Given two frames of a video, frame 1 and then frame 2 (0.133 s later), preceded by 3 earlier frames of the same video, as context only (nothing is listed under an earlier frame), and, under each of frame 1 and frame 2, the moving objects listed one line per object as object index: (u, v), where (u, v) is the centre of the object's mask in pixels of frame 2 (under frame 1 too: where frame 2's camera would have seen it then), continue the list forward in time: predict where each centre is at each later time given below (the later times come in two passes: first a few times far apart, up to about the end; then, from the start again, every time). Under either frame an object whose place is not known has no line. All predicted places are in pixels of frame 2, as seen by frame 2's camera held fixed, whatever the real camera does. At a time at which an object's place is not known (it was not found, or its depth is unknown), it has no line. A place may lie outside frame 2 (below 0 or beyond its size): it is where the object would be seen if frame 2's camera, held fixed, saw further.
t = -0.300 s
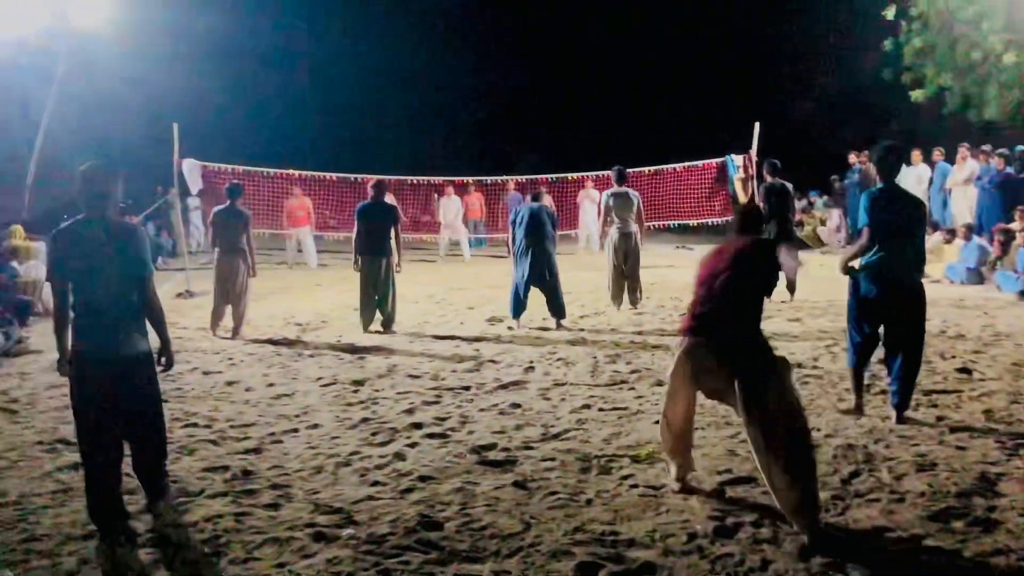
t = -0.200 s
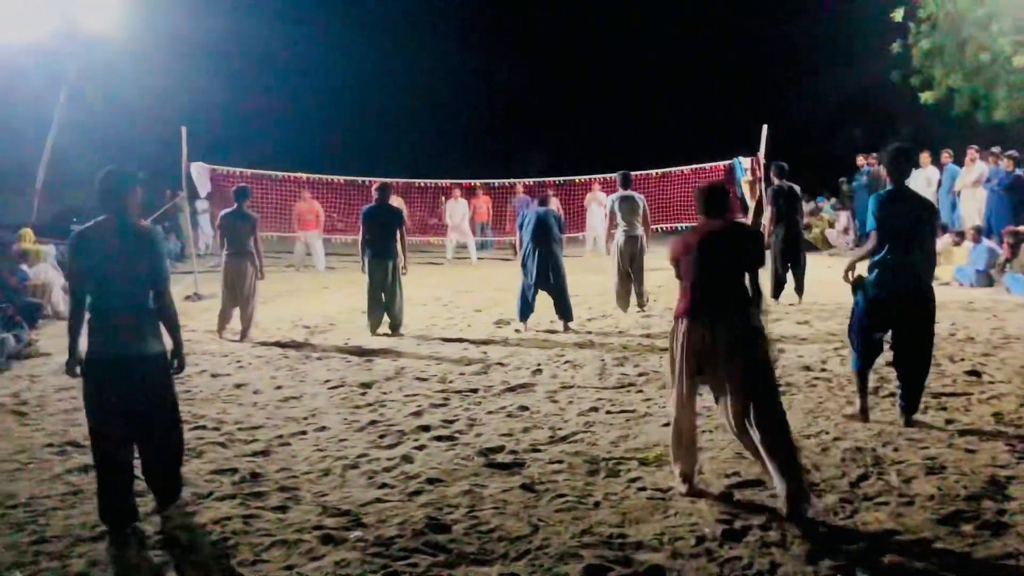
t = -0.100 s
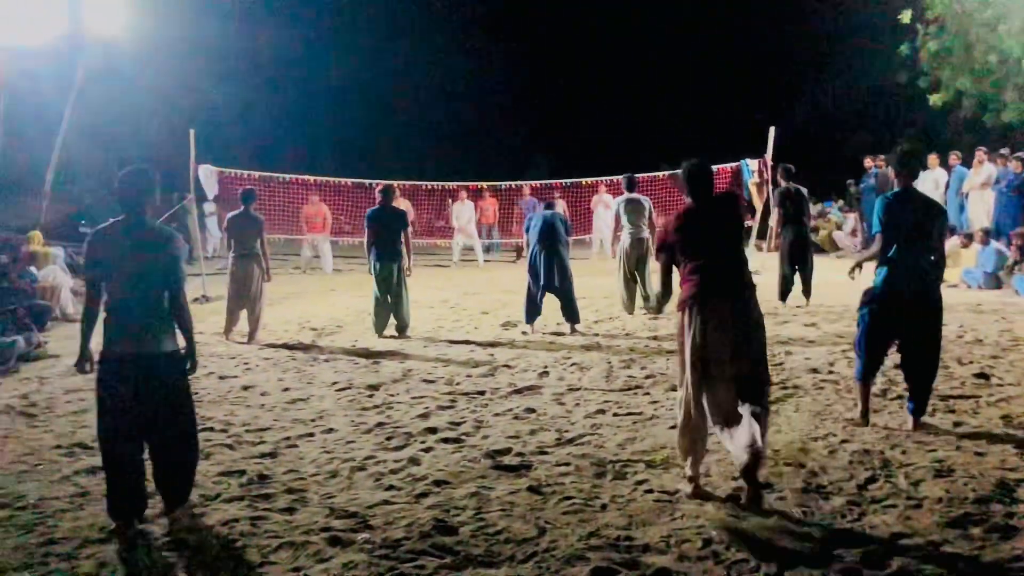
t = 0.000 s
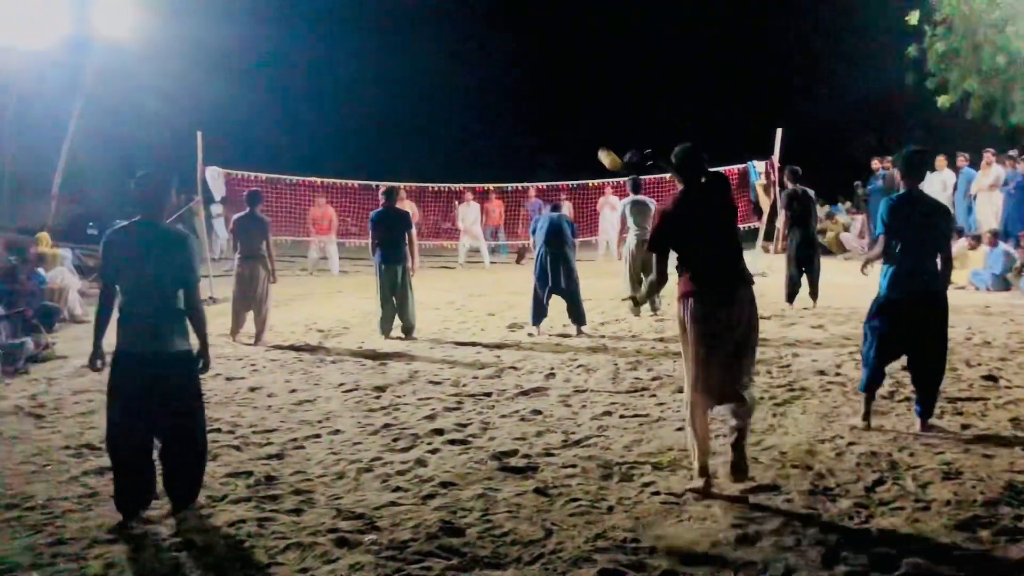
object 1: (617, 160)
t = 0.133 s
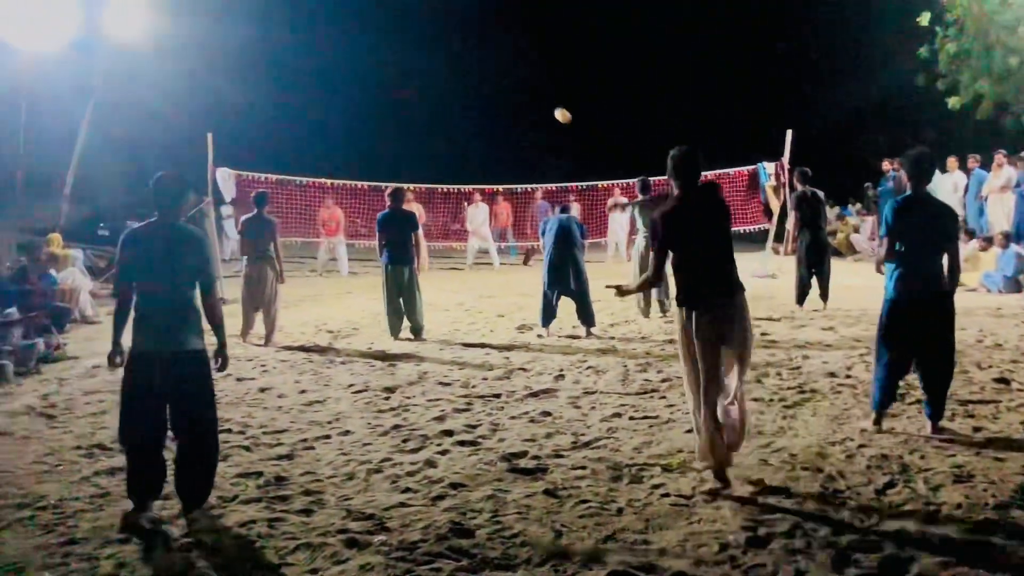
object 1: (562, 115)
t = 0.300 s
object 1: (522, 93)
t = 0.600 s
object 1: (494, 95)
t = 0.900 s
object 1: (493, 128)
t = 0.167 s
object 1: (552, 108)
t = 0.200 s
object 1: (540, 101)
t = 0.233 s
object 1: (534, 98)
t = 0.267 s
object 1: (528, 95)
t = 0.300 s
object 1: (522, 93)
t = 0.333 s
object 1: (516, 91)
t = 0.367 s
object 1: (512, 90)
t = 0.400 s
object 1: (508, 89)
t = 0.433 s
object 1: (504, 89)
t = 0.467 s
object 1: (502, 89)
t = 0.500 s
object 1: (499, 90)
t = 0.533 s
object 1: (497, 91)
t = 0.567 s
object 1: (496, 93)
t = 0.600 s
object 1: (494, 95)
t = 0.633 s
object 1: (493, 98)
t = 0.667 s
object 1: (492, 101)
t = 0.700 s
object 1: (492, 103)
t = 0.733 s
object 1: (491, 107)
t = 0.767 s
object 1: (492, 111)
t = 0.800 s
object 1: (491, 114)
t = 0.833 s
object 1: (492, 119)
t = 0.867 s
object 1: (492, 123)
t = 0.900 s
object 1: (493, 128)
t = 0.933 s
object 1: (494, 133)
